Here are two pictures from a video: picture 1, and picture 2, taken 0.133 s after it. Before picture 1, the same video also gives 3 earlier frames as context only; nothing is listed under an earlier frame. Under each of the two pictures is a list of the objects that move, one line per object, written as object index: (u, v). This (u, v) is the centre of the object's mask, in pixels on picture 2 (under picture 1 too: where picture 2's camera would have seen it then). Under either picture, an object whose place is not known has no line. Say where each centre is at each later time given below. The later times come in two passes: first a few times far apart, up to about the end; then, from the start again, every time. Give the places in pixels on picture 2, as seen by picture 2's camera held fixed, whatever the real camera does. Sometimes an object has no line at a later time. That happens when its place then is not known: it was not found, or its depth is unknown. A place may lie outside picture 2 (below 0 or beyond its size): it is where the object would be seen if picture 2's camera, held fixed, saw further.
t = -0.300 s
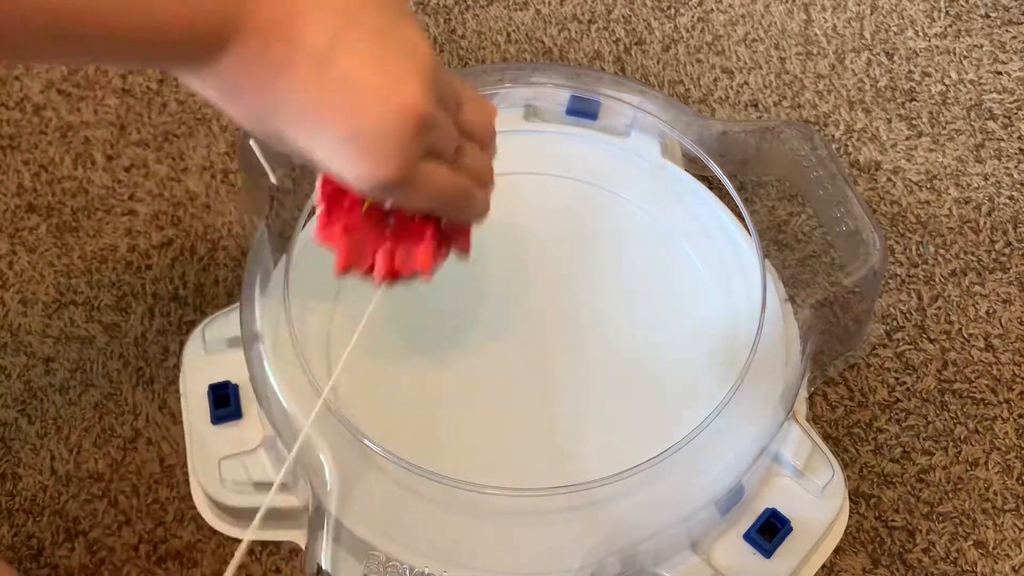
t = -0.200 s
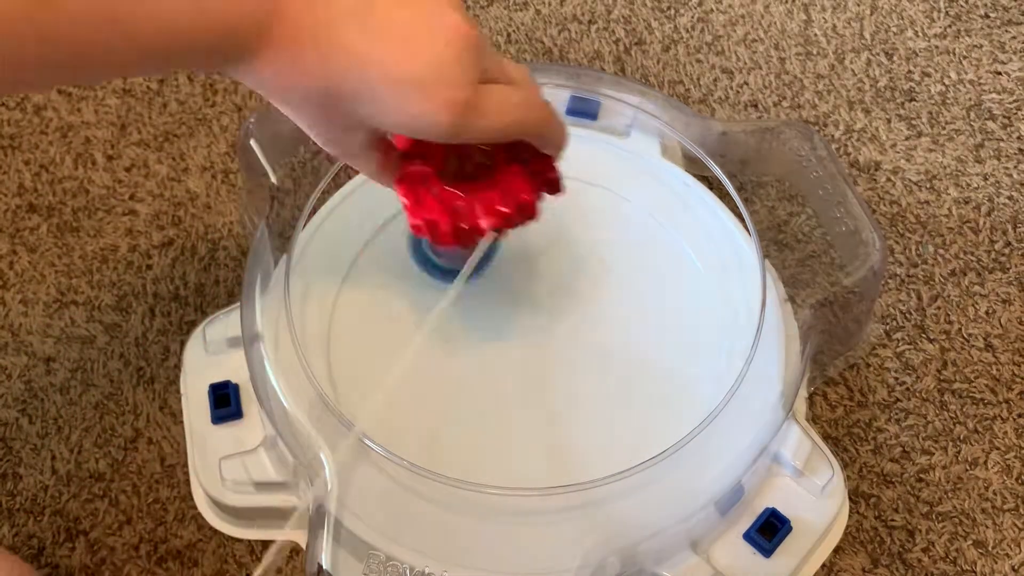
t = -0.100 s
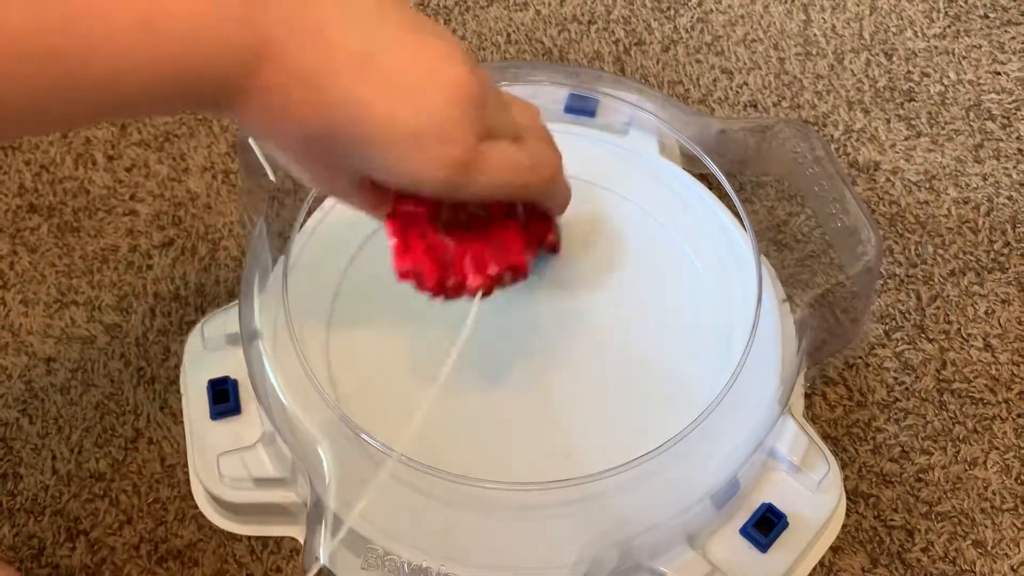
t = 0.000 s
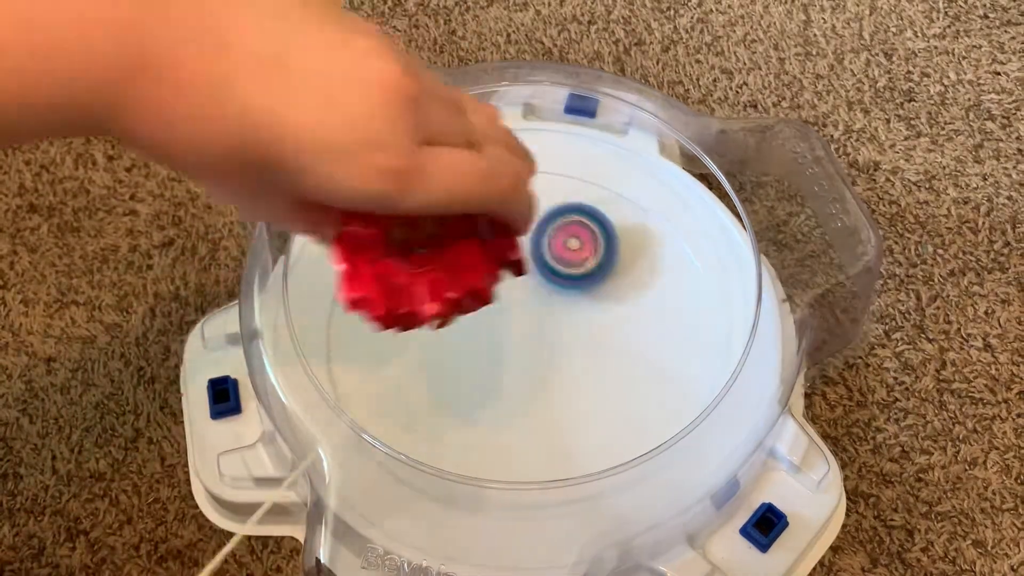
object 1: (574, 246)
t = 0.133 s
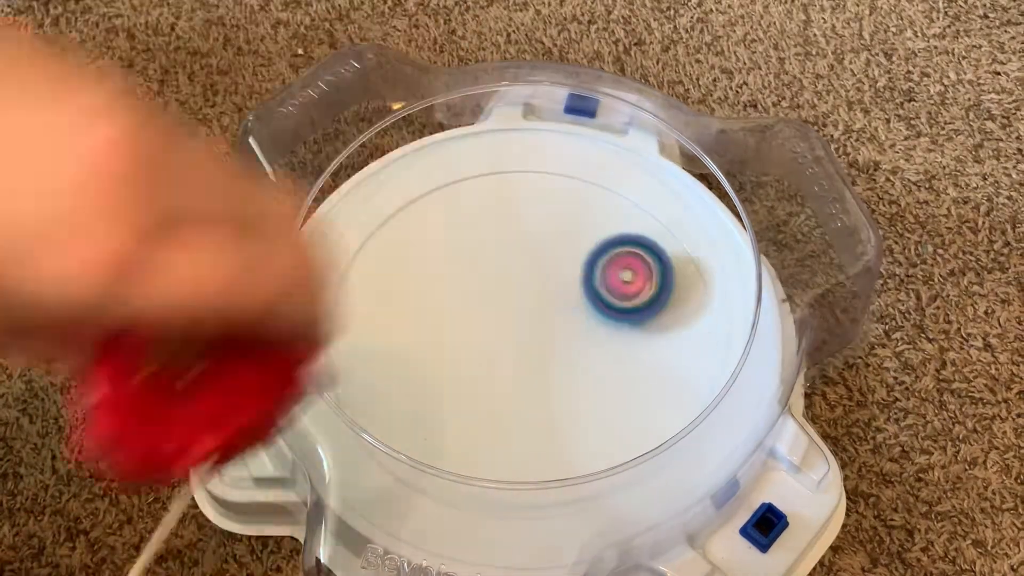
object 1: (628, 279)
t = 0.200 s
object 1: (645, 297)
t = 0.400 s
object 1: (632, 349)
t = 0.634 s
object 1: (543, 376)
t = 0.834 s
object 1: (474, 363)
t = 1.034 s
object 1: (465, 336)
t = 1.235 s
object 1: (503, 331)
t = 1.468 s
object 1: (529, 370)
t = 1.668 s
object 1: (540, 397)
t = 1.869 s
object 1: (546, 368)
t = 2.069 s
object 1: (509, 334)
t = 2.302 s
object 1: (450, 330)
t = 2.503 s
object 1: (468, 337)
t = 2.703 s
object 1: (503, 316)
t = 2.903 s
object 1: (506, 290)
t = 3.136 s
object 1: (512, 296)
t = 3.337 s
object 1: (519, 303)
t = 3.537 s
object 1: (537, 321)
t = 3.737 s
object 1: (547, 325)
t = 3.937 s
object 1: (539, 330)
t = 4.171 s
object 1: (529, 336)
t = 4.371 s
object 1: (509, 342)
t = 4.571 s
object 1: (486, 342)
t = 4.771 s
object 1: (483, 328)
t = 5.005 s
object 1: (495, 307)
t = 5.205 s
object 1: (510, 289)
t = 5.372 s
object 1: (516, 274)
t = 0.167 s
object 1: (637, 288)
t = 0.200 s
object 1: (645, 297)
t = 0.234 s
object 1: (649, 307)
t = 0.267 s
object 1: (650, 316)
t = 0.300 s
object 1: (649, 325)
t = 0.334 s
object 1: (646, 334)
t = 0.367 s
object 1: (640, 342)
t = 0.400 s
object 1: (632, 349)
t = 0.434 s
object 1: (622, 356)
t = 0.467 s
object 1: (611, 362)
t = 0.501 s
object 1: (598, 367)
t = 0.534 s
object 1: (585, 370)
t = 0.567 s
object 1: (571, 373)
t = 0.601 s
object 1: (557, 375)
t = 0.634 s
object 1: (543, 376)
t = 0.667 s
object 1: (529, 376)
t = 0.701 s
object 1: (516, 375)
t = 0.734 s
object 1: (504, 374)
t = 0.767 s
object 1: (492, 371)
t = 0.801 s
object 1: (483, 368)
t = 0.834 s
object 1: (474, 363)
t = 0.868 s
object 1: (468, 359)
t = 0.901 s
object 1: (464, 354)
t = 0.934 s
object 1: (461, 349)
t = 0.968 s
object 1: (461, 344)
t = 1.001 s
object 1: (462, 340)
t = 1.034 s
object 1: (465, 336)
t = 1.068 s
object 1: (469, 332)
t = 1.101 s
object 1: (475, 330)
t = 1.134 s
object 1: (482, 328)
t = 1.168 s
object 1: (489, 328)
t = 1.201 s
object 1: (496, 329)
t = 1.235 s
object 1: (503, 331)
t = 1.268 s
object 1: (509, 334)
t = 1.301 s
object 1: (515, 339)
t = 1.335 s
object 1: (520, 344)
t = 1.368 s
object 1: (524, 350)
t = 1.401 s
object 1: (526, 356)
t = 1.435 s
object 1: (528, 362)
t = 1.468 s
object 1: (529, 370)
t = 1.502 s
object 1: (530, 377)
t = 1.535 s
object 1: (531, 383)
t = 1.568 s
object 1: (533, 389)
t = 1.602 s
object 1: (534, 393)
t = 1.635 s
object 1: (536, 397)
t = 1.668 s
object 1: (540, 397)
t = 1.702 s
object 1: (543, 397)
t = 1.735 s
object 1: (546, 394)
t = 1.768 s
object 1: (547, 388)
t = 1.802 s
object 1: (547, 382)
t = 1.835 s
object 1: (547, 375)
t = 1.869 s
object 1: (546, 368)
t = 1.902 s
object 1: (544, 361)
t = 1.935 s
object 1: (540, 355)
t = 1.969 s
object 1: (535, 350)
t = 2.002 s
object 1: (527, 344)
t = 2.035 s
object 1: (518, 339)
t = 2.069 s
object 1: (509, 334)
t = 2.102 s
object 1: (498, 330)
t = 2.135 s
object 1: (489, 327)
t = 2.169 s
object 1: (480, 325)
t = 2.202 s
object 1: (472, 325)
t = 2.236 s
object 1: (463, 325)
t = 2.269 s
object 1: (456, 327)
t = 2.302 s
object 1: (450, 330)
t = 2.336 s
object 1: (447, 334)
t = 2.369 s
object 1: (448, 336)
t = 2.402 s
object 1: (450, 338)
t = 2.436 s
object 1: (455, 338)
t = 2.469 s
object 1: (460, 338)
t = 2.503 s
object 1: (468, 337)
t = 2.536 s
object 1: (476, 335)
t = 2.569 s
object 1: (484, 333)
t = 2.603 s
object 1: (490, 329)
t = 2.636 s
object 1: (496, 326)
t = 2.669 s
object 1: (500, 321)
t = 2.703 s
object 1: (503, 316)
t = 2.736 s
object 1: (504, 310)
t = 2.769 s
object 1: (505, 304)
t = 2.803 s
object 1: (506, 299)
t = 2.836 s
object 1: (506, 296)
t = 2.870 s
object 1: (506, 292)
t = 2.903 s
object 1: (506, 290)
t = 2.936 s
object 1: (507, 289)
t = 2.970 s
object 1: (508, 289)
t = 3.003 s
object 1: (509, 289)
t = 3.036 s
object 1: (509, 290)
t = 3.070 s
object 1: (510, 291)
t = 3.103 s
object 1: (510, 294)
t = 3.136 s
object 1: (512, 296)
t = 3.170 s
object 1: (513, 299)
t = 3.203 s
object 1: (514, 299)
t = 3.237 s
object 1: (515, 301)
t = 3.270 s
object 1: (516, 302)
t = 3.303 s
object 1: (517, 303)
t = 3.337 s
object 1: (519, 303)
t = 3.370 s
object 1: (522, 305)
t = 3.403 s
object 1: (524, 307)
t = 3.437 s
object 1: (528, 311)
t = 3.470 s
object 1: (531, 314)
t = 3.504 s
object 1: (535, 318)
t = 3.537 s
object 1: (537, 321)
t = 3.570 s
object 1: (542, 322)
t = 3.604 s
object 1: (544, 323)
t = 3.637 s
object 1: (547, 323)
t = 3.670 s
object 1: (548, 323)
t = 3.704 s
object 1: (548, 324)
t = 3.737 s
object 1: (547, 325)
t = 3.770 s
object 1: (546, 326)
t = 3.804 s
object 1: (544, 328)
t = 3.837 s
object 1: (542, 329)
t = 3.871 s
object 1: (541, 329)
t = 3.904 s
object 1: (540, 330)
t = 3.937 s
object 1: (539, 330)
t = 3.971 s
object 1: (536, 331)
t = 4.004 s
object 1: (534, 331)
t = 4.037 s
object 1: (533, 333)
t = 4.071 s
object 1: (533, 334)
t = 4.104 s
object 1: (533, 335)
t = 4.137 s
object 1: (531, 335)
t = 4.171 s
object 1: (529, 336)
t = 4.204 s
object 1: (527, 338)
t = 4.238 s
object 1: (525, 338)
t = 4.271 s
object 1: (523, 339)
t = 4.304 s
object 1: (518, 340)
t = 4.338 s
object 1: (515, 341)
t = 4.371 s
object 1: (509, 342)
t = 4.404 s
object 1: (505, 343)
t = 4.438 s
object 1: (500, 343)
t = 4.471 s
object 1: (495, 343)
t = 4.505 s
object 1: (491, 343)
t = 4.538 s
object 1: (489, 343)
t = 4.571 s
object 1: (486, 342)
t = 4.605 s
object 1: (485, 340)
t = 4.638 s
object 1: (483, 338)
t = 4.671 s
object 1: (482, 336)
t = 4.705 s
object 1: (482, 334)
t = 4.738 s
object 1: (482, 331)
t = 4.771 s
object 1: (483, 328)
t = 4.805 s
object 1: (483, 325)
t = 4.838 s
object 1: (484, 321)
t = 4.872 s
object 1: (486, 318)
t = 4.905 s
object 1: (488, 315)
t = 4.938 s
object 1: (491, 312)
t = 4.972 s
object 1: (493, 310)
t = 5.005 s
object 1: (495, 307)
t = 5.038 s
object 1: (498, 303)
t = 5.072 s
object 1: (500, 301)
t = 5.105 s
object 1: (503, 298)
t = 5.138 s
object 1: (506, 295)
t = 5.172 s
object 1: (508, 292)
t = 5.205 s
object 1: (510, 289)
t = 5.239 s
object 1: (512, 286)
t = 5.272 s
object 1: (513, 282)
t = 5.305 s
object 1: (515, 279)
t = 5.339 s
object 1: (516, 276)
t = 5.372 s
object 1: (516, 274)
